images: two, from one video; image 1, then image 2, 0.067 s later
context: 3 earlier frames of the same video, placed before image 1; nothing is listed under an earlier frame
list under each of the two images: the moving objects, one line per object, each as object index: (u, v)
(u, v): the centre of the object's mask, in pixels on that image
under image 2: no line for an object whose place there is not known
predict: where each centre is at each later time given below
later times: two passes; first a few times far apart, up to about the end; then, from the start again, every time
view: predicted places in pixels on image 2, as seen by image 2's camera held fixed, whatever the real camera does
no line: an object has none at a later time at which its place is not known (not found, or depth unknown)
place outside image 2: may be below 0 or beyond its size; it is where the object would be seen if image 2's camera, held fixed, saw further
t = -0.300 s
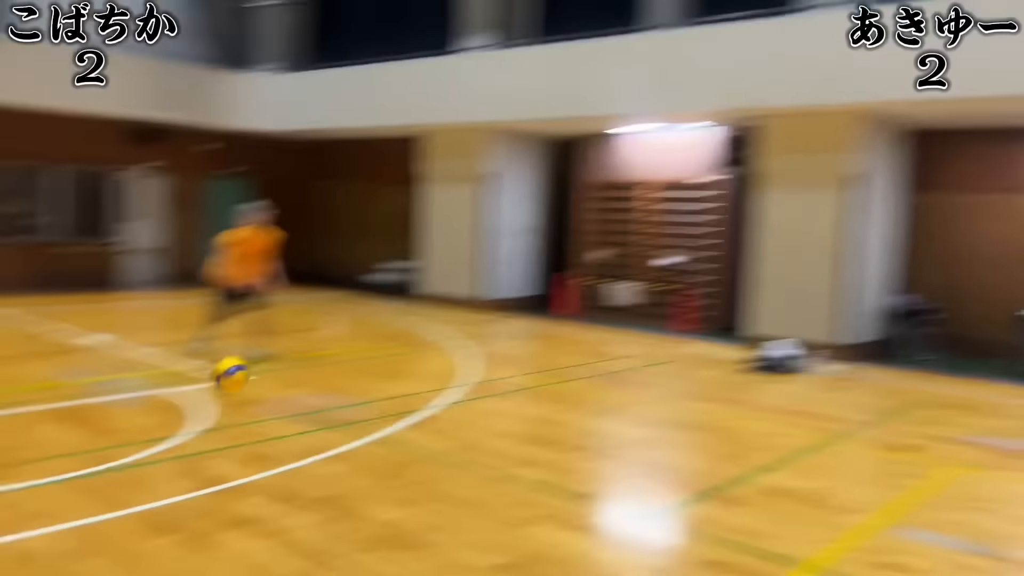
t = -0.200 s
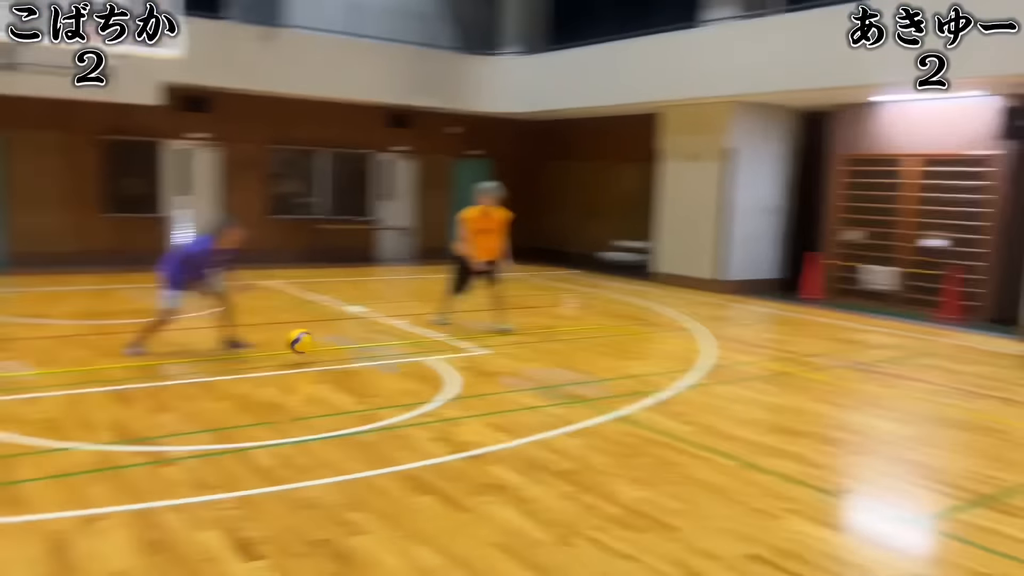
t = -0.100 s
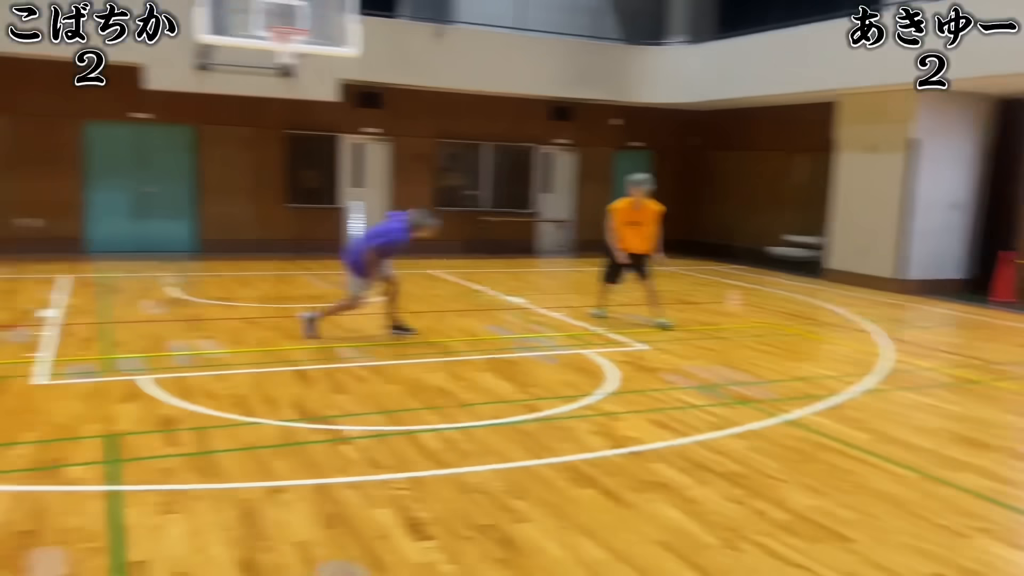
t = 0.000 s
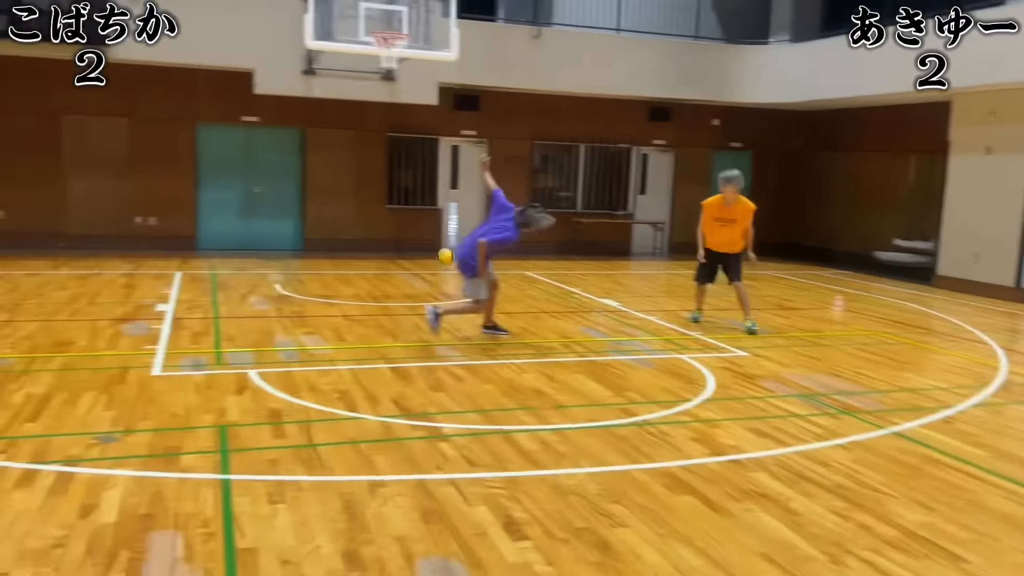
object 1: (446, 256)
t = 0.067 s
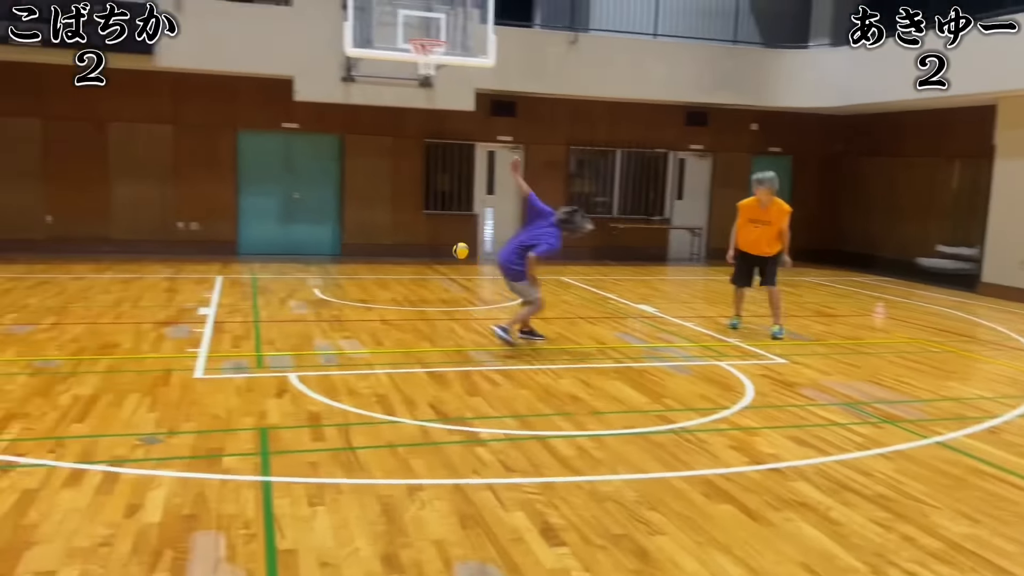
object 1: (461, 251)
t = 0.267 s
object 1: (418, 248)
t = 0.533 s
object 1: (421, 209)
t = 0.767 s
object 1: (438, 178)
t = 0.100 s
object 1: (452, 247)
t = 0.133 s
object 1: (444, 245)
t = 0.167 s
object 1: (437, 245)
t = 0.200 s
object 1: (430, 245)
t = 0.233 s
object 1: (424, 246)
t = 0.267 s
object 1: (418, 248)
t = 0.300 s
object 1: (414, 251)
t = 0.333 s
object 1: (410, 253)
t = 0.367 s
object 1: (410, 245)
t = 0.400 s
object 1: (412, 237)
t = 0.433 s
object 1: (414, 229)
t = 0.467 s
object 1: (416, 222)
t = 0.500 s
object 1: (419, 216)
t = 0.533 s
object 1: (421, 209)
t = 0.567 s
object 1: (423, 203)
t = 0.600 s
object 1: (425, 198)
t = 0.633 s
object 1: (428, 193)
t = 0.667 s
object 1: (430, 189)
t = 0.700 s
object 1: (433, 185)
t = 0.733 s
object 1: (435, 181)
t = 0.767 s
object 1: (438, 178)
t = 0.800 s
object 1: (441, 176)
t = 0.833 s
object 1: (443, 175)
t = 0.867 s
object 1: (447, 174)
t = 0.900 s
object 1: (450, 174)
